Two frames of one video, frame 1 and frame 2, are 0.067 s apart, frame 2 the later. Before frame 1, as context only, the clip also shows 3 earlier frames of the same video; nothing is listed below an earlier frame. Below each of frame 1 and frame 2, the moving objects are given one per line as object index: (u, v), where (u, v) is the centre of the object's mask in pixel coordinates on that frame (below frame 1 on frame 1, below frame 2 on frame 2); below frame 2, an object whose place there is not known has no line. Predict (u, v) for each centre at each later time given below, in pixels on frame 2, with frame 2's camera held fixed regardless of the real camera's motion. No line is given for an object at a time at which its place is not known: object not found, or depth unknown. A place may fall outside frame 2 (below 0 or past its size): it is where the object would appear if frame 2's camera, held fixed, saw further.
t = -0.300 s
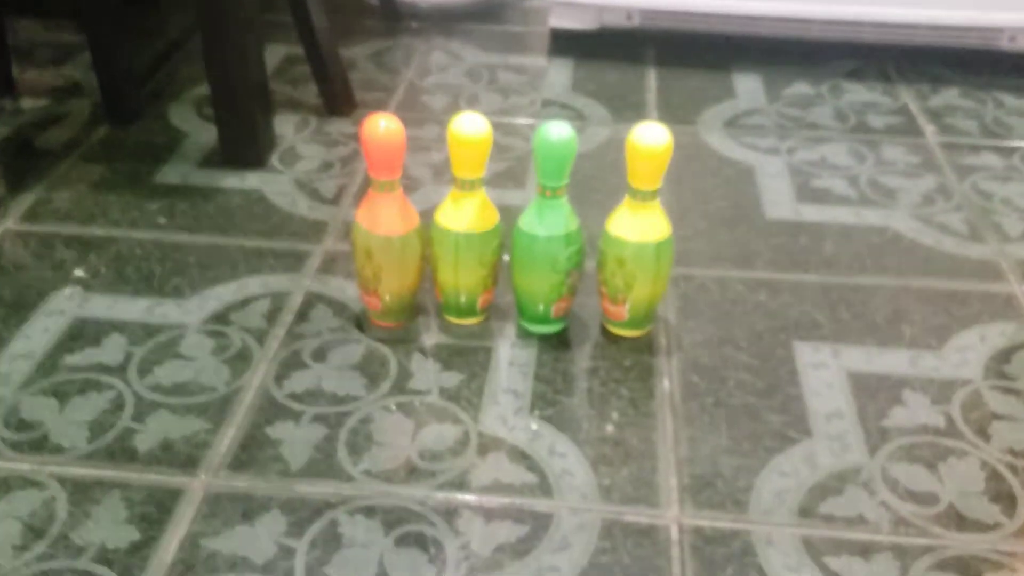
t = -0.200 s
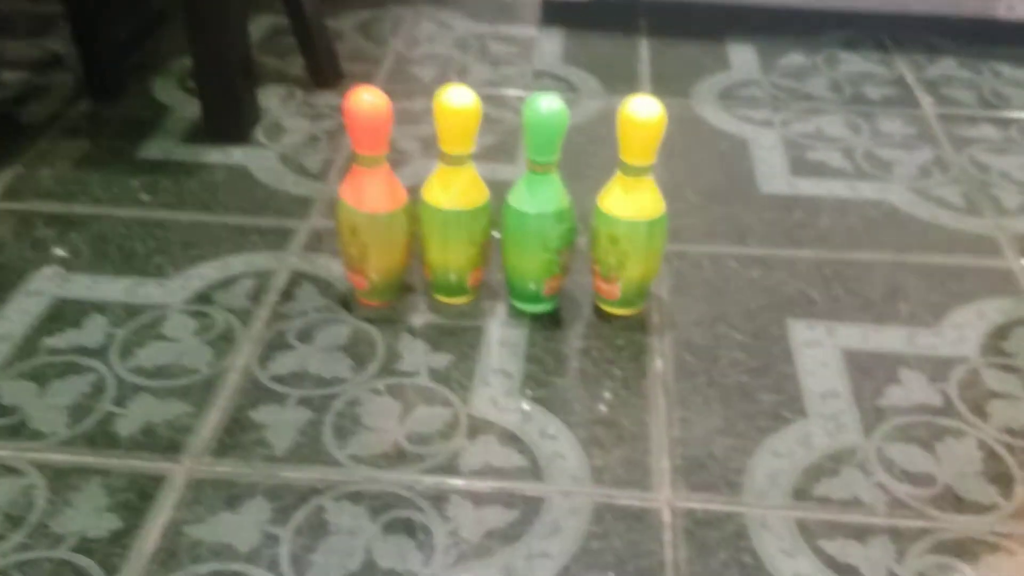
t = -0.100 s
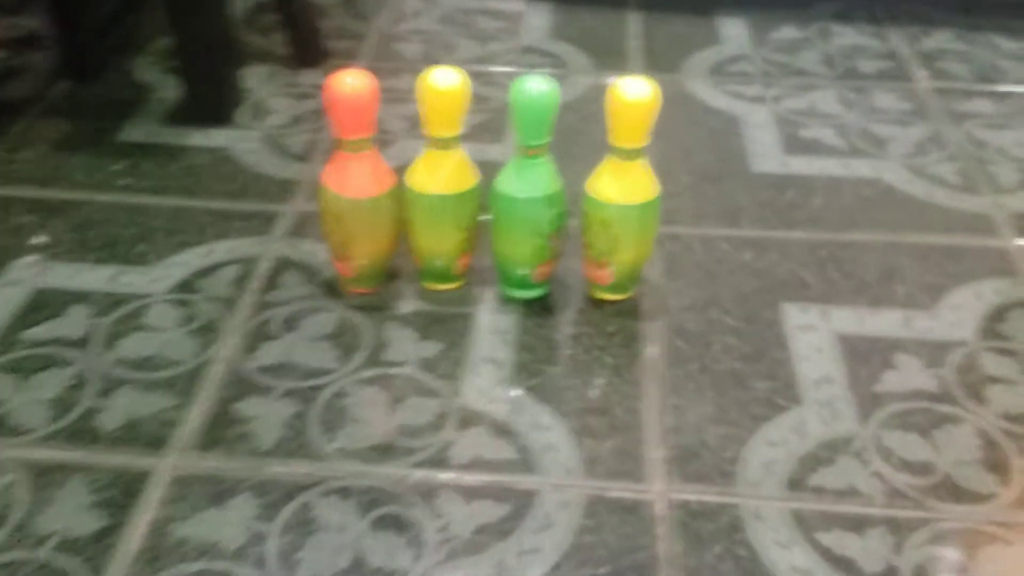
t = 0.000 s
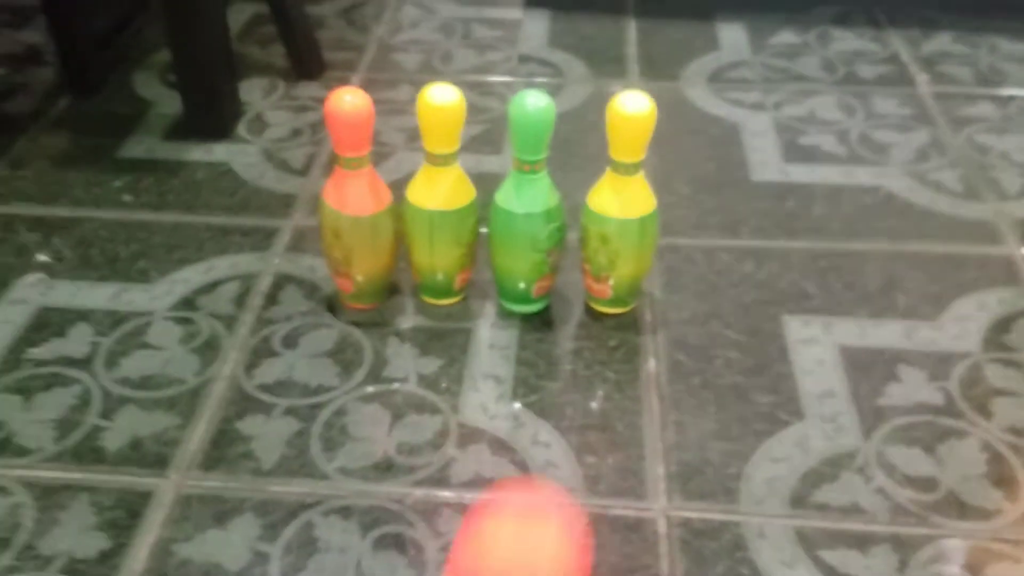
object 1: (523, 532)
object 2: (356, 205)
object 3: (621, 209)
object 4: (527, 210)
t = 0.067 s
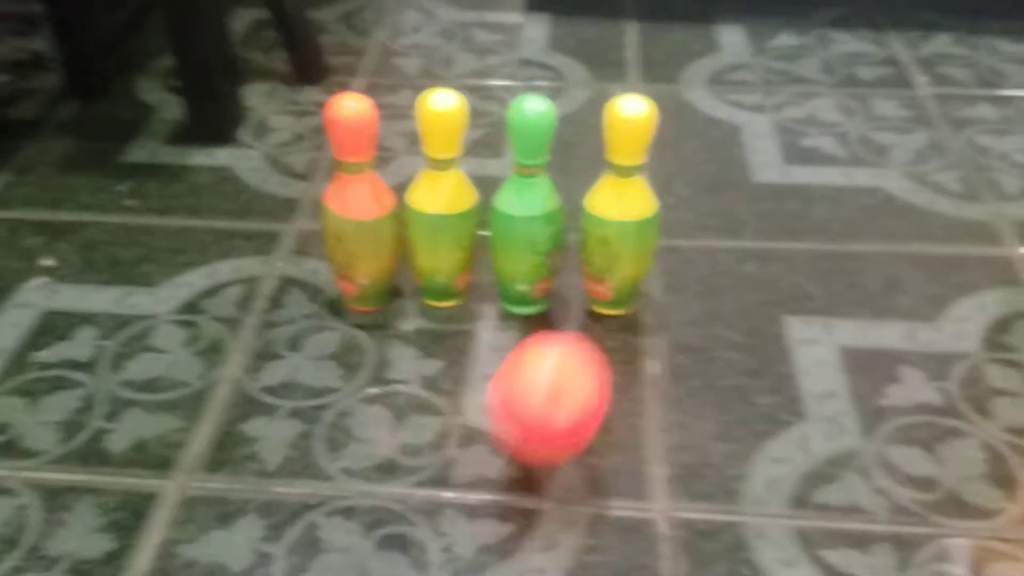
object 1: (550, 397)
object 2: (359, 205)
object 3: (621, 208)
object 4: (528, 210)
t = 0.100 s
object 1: (558, 350)
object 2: (359, 206)
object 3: (621, 206)
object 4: (527, 207)
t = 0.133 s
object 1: (569, 297)
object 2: (359, 207)
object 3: (625, 191)
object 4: (523, 196)
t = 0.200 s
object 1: (603, 287)
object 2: (343, 212)
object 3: (642, 173)
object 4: (515, 172)
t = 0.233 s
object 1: (618, 301)
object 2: (335, 211)
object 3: (650, 172)
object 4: (513, 164)
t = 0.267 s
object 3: (656, 171)
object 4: (512, 162)
